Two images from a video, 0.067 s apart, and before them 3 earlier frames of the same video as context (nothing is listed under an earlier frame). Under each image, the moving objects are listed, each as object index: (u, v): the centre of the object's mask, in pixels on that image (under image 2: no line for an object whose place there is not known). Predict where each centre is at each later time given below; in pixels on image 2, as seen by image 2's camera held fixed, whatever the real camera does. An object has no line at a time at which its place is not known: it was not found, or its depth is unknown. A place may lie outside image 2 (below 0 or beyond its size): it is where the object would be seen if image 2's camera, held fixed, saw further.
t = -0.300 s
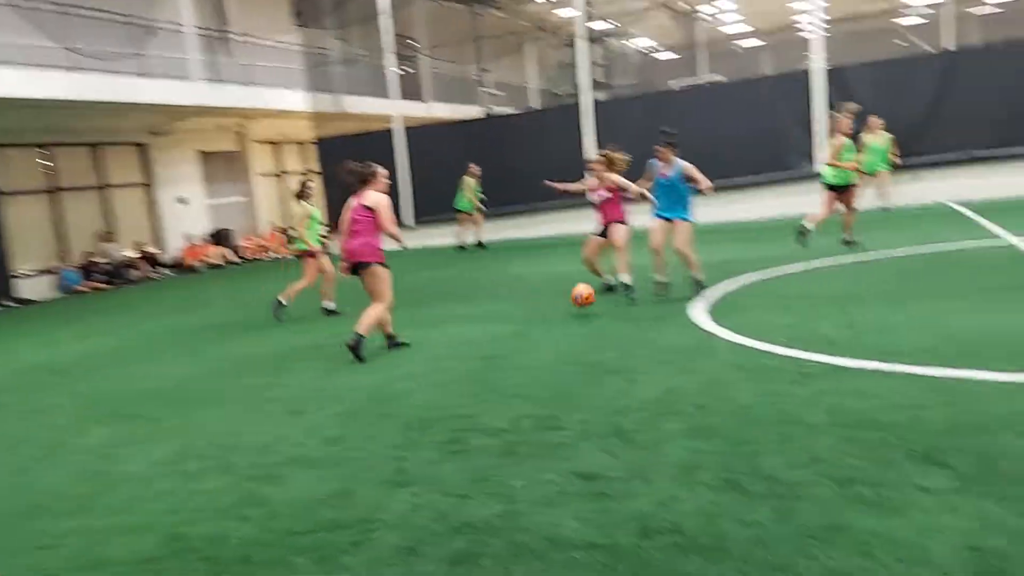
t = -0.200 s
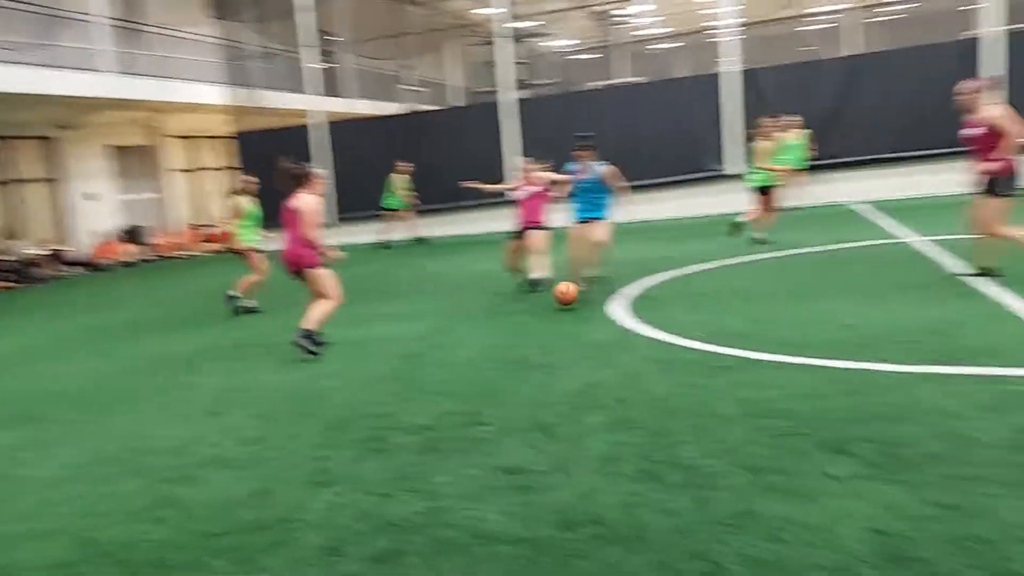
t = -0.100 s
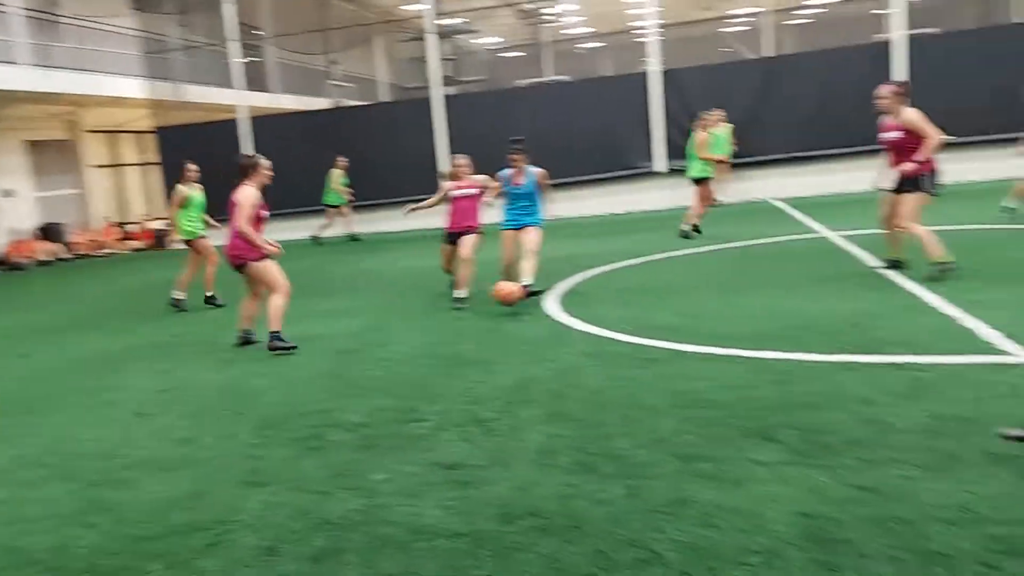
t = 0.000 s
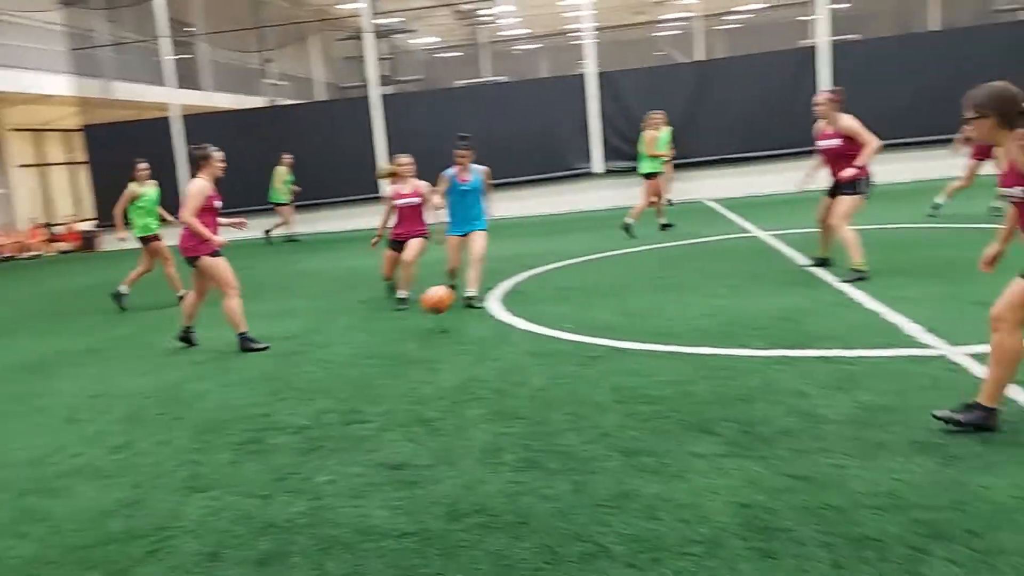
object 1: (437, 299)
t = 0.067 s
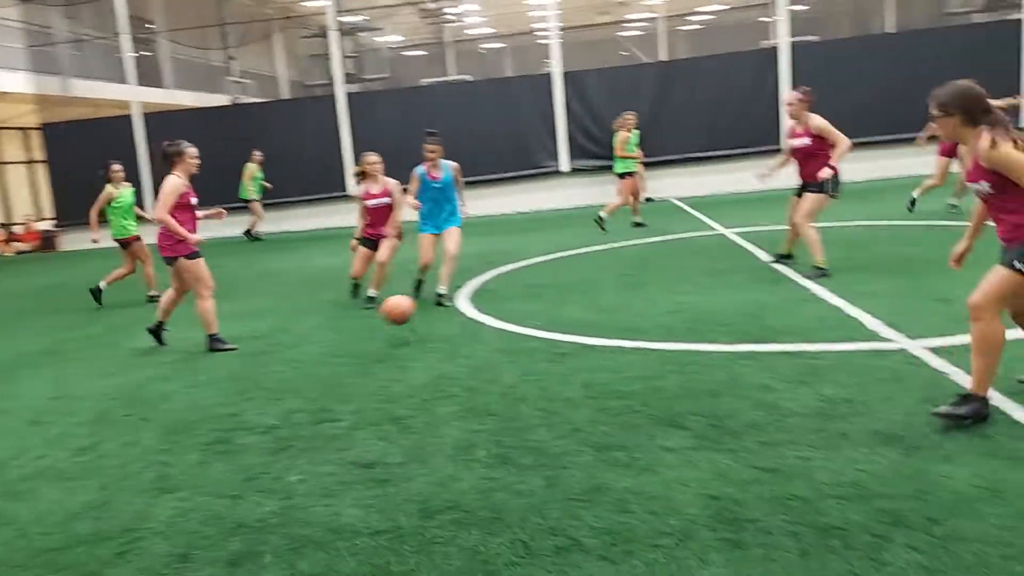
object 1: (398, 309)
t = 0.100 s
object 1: (394, 318)
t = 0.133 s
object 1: (389, 329)
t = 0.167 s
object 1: (384, 343)
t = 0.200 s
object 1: (379, 359)
